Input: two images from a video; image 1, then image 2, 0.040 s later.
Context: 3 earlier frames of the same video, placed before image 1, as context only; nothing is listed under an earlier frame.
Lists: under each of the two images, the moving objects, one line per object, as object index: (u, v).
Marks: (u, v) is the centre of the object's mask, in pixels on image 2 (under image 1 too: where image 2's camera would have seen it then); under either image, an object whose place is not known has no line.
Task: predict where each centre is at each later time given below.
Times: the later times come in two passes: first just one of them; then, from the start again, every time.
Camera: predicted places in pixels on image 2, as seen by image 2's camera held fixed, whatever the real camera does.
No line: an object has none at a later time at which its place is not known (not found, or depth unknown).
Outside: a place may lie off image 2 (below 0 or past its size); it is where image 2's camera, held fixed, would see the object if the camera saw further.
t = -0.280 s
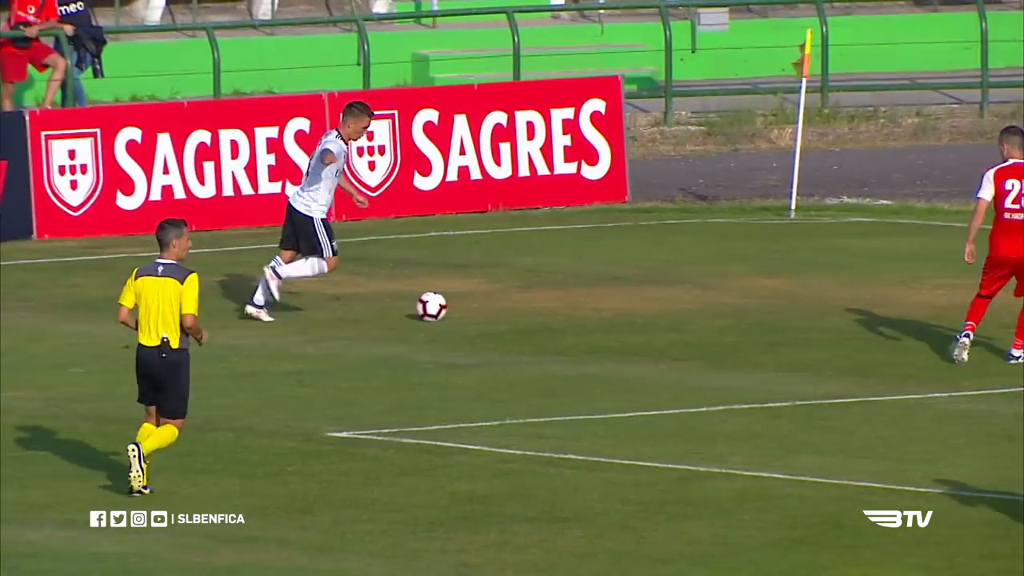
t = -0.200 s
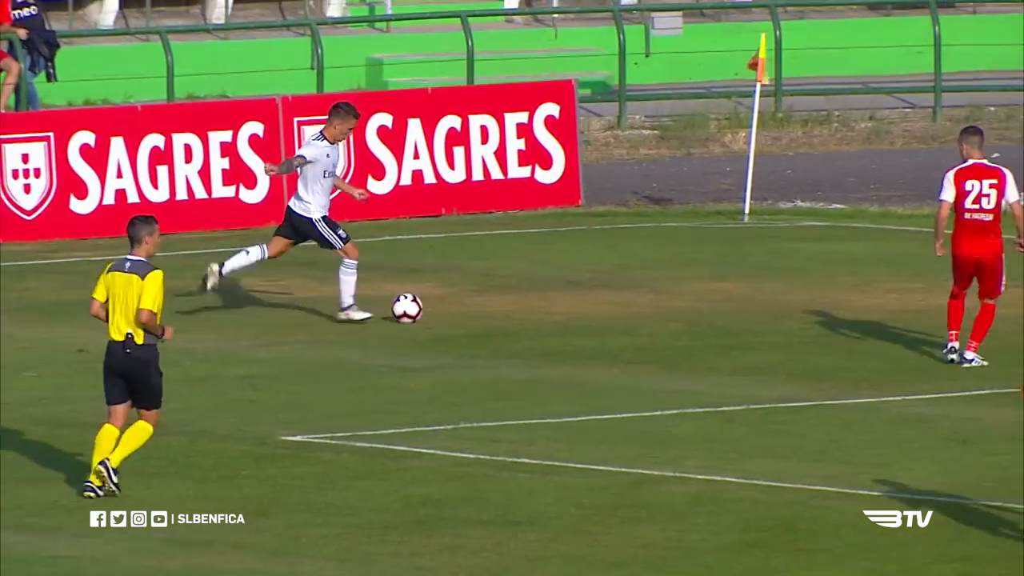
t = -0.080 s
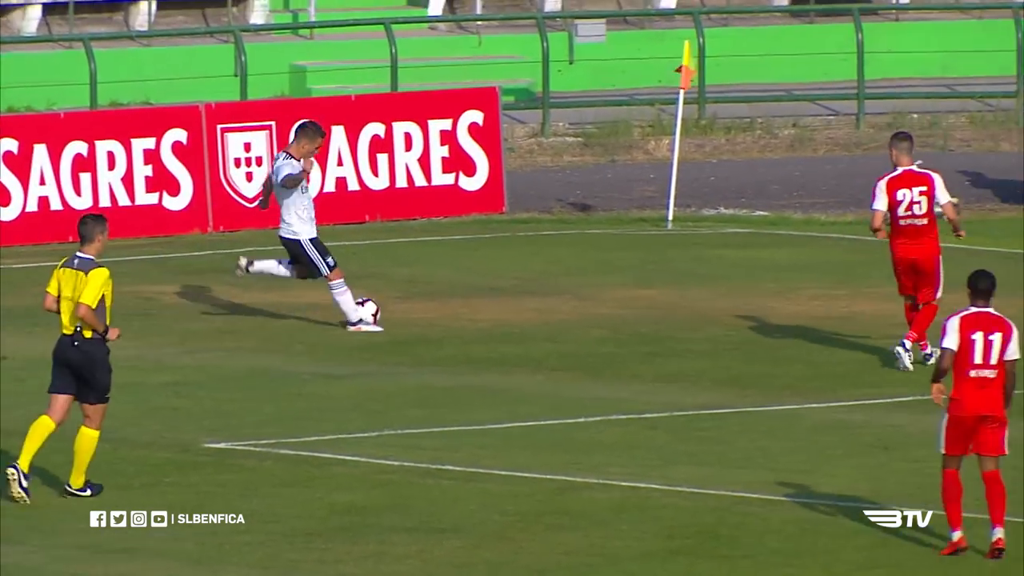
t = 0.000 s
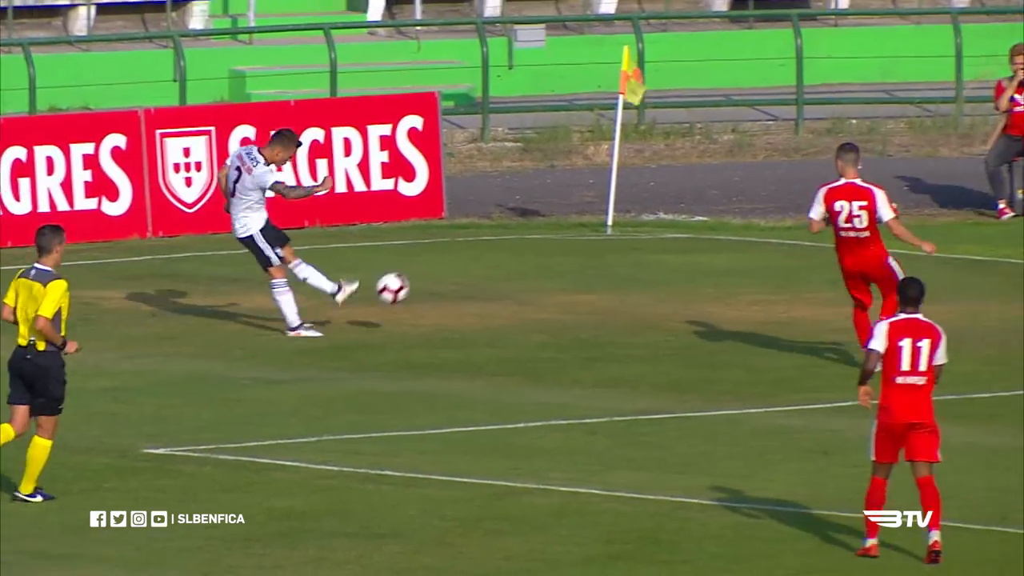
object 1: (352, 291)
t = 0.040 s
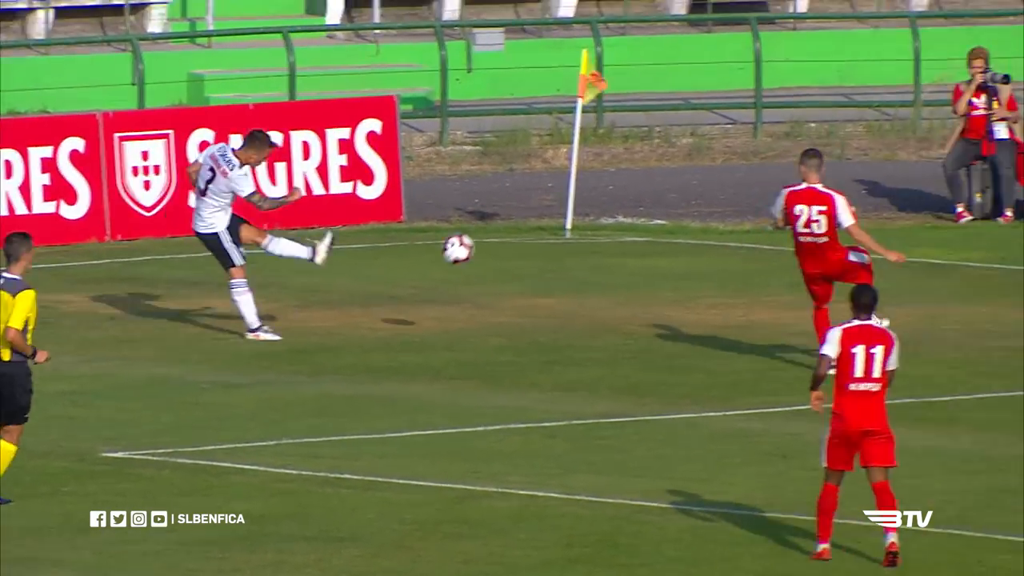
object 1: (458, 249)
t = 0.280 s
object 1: (1077, 42)
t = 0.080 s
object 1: (563, 209)
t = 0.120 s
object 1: (668, 171)
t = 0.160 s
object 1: (772, 135)
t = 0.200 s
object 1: (877, 101)
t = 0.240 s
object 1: (975, 70)
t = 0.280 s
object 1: (1077, 42)
